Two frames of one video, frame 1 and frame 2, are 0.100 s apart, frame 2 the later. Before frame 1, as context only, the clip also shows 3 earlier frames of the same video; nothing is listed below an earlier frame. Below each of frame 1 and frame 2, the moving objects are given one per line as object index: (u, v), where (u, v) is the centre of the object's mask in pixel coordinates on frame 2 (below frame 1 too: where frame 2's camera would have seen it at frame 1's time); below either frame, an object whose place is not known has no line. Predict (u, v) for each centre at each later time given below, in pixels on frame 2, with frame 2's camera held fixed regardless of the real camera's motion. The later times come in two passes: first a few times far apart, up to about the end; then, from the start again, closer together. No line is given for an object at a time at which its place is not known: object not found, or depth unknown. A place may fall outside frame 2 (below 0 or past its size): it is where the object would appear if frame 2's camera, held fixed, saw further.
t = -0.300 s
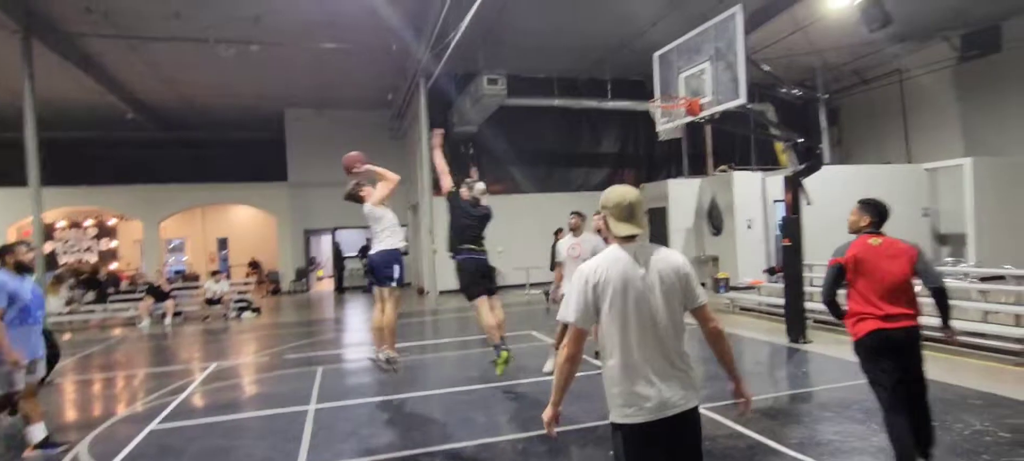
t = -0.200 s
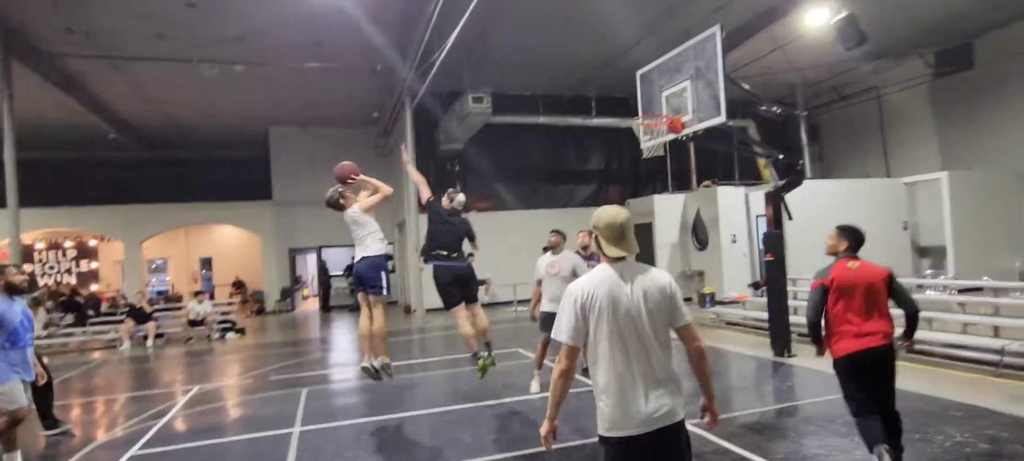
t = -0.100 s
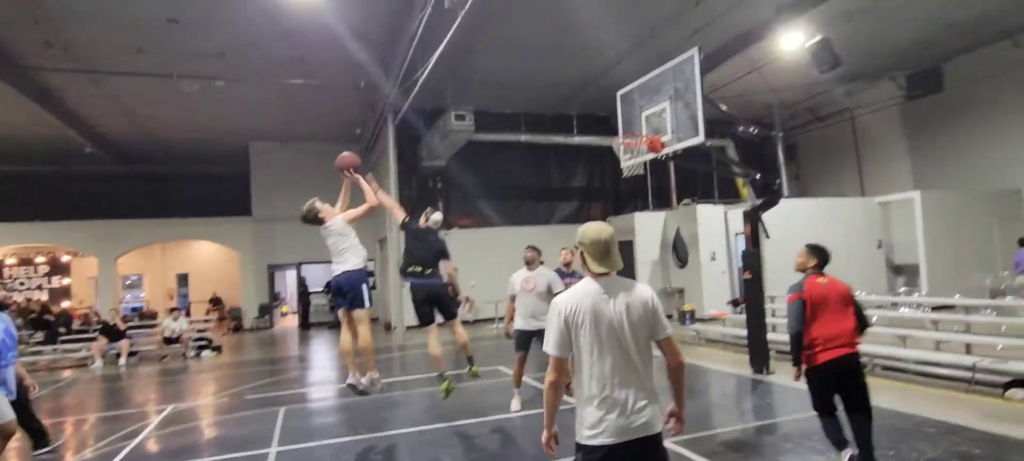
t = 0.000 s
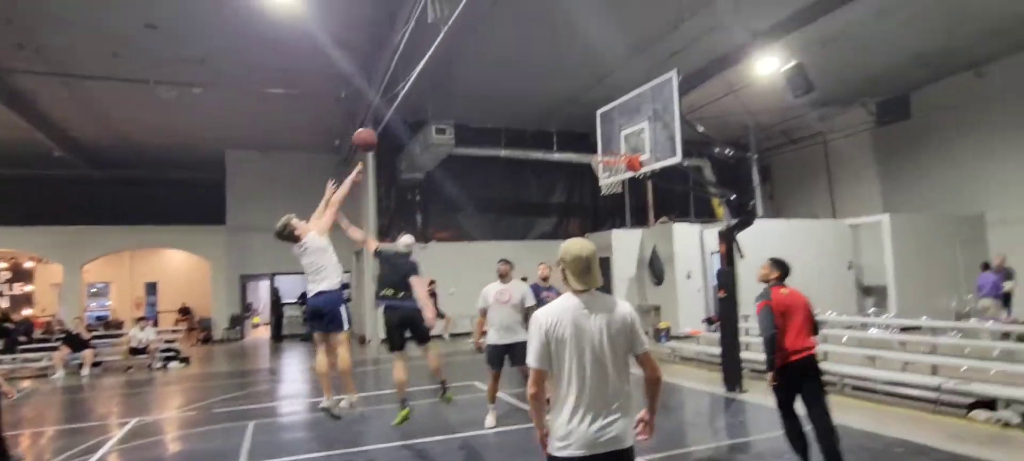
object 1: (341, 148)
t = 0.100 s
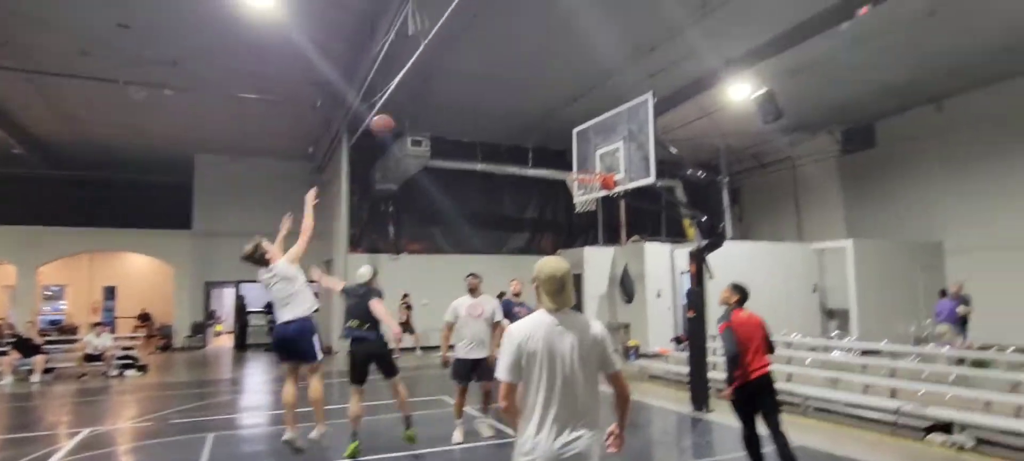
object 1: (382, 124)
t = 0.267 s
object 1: (446, 109)
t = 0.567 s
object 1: (544, 139)
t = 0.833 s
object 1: (578, 160)
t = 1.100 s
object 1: (583, 192)
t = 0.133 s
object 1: (396, 119)
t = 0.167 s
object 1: (409, 115)
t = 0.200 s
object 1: (421, 112)
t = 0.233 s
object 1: (434, 110)
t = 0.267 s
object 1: (446, 109)
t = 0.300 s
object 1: (458, 109)
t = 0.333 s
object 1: (469, 110)
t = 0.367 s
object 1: (481, 112)
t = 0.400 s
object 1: (492, 114)
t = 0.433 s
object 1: (502, 118)
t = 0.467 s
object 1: (513, 122)
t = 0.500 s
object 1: (523, 127)
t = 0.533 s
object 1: (534, 133)
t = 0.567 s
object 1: (544, 139)
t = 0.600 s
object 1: (554, 147)
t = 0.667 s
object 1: (573, 164)
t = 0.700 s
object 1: (577, 166)
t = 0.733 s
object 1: (577, 164)
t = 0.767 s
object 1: (577, 161)
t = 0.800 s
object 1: (577, 160)
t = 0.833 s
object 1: (578, 160)
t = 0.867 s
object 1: (578, 160)
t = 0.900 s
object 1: (579, 162)
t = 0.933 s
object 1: (580, 164)
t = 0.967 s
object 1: (580, 167)
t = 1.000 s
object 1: (581, 171)
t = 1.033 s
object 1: (582, 178)
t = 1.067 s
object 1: (582, 184)
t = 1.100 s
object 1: (583, 192)
